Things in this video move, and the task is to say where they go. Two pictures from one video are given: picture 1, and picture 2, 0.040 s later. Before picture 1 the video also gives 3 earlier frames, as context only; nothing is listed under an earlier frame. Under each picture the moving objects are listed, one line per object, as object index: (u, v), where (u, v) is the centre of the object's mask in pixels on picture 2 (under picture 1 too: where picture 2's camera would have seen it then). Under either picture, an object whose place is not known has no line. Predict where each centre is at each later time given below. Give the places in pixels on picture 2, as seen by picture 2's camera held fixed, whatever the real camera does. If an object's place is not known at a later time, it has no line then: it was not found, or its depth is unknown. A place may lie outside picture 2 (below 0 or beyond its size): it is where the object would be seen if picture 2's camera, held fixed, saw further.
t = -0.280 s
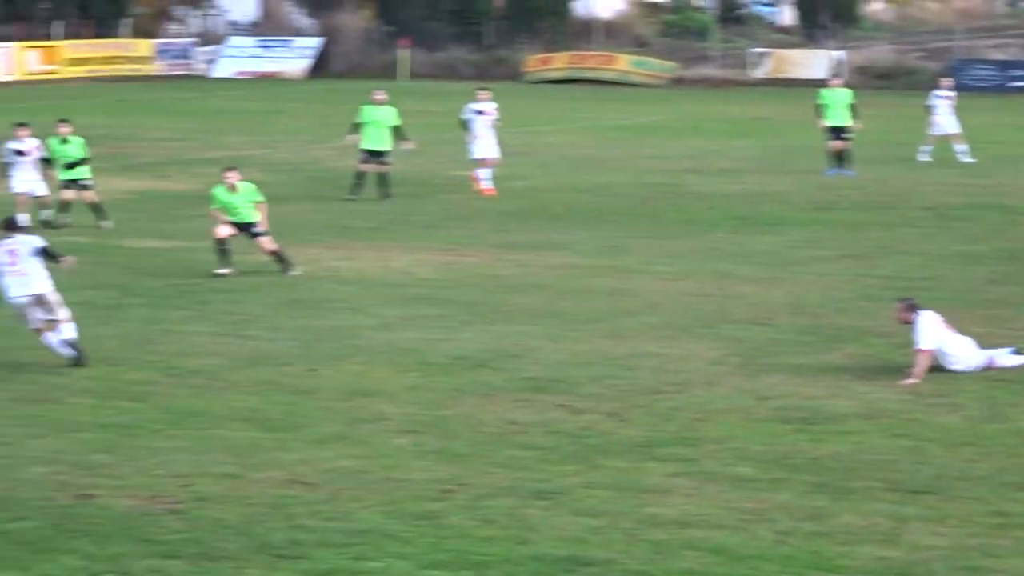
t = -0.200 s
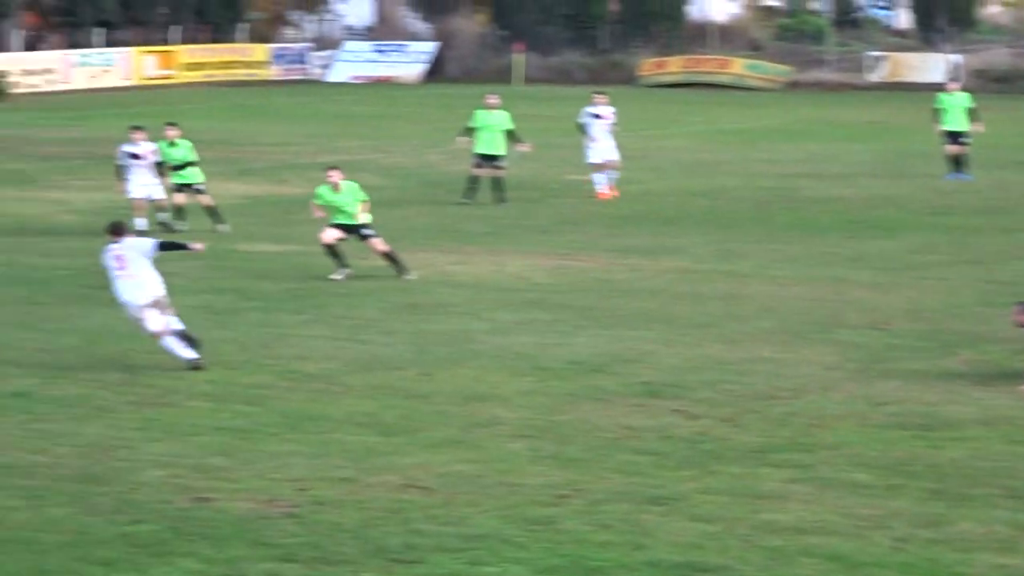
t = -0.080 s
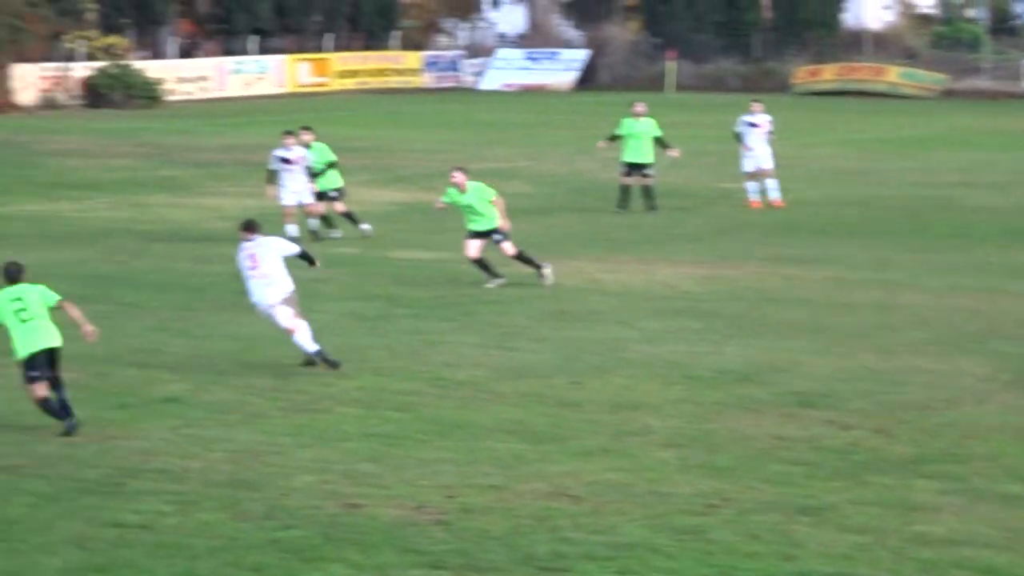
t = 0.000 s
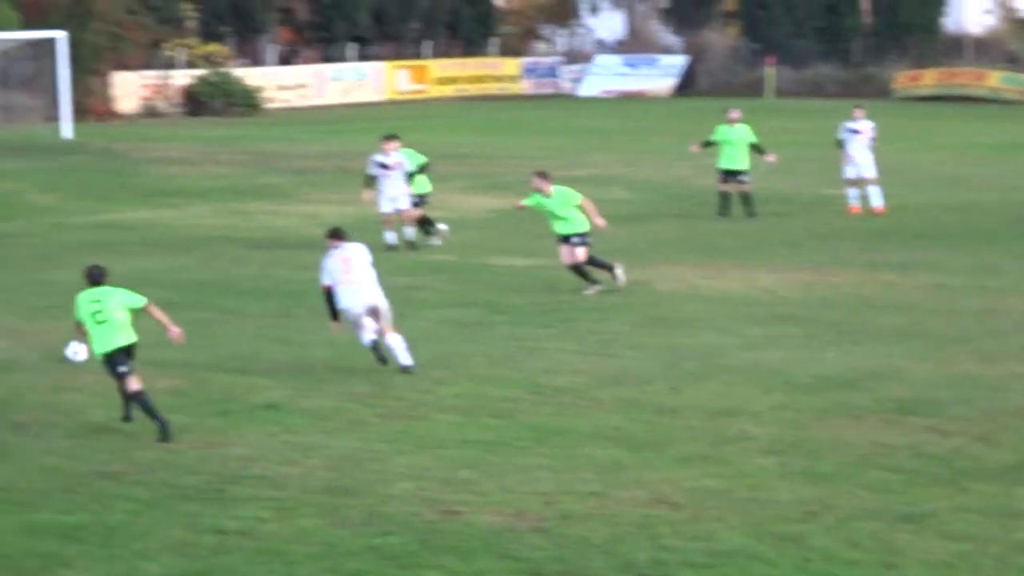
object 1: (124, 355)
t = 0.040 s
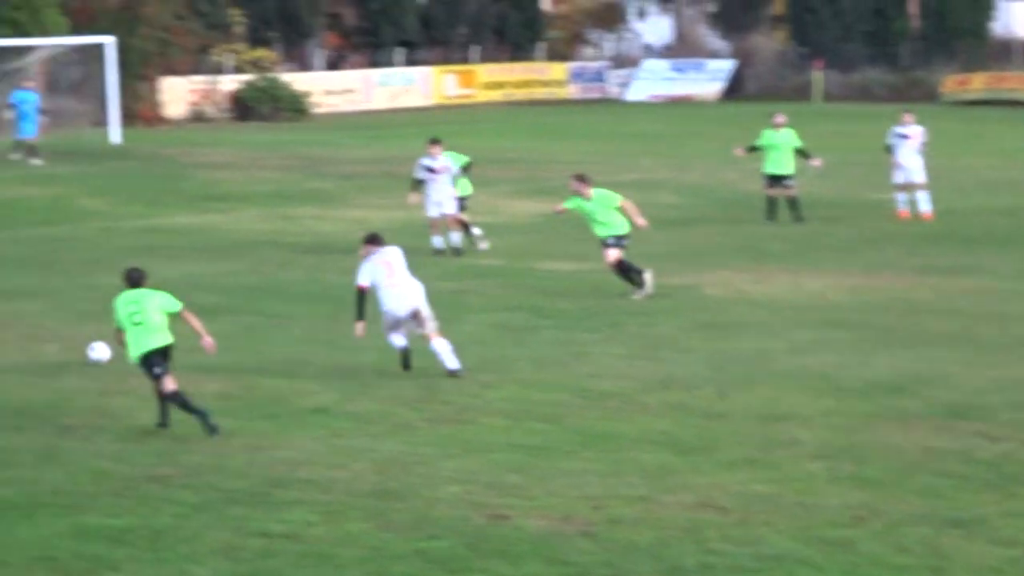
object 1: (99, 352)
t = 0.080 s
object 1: (73, 351)
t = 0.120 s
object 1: (46, 350)
